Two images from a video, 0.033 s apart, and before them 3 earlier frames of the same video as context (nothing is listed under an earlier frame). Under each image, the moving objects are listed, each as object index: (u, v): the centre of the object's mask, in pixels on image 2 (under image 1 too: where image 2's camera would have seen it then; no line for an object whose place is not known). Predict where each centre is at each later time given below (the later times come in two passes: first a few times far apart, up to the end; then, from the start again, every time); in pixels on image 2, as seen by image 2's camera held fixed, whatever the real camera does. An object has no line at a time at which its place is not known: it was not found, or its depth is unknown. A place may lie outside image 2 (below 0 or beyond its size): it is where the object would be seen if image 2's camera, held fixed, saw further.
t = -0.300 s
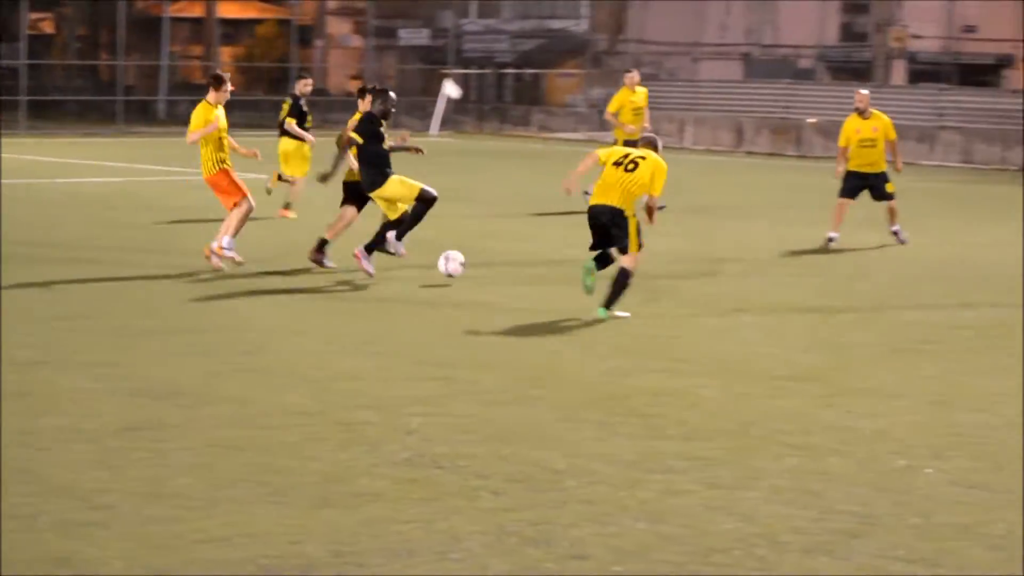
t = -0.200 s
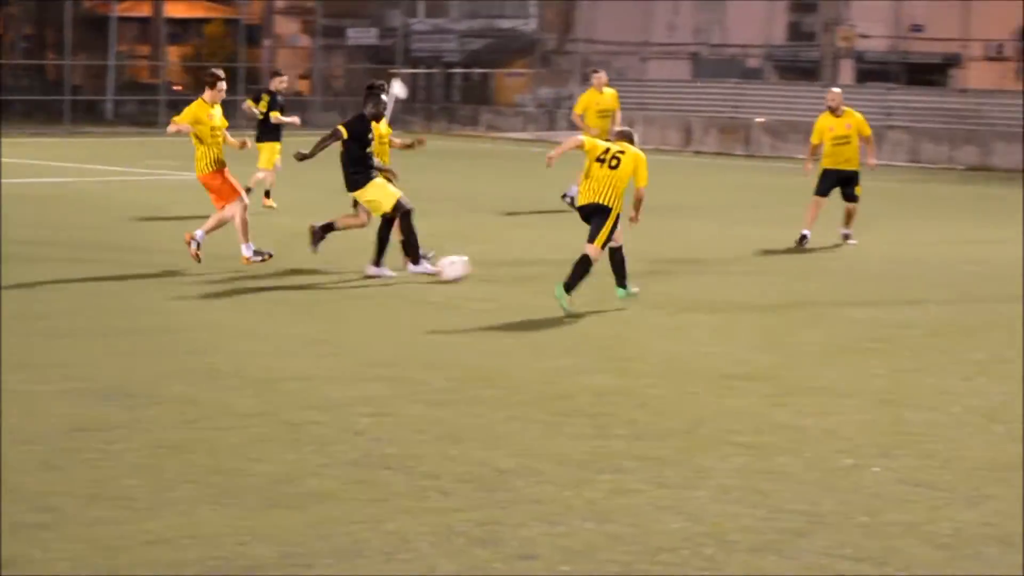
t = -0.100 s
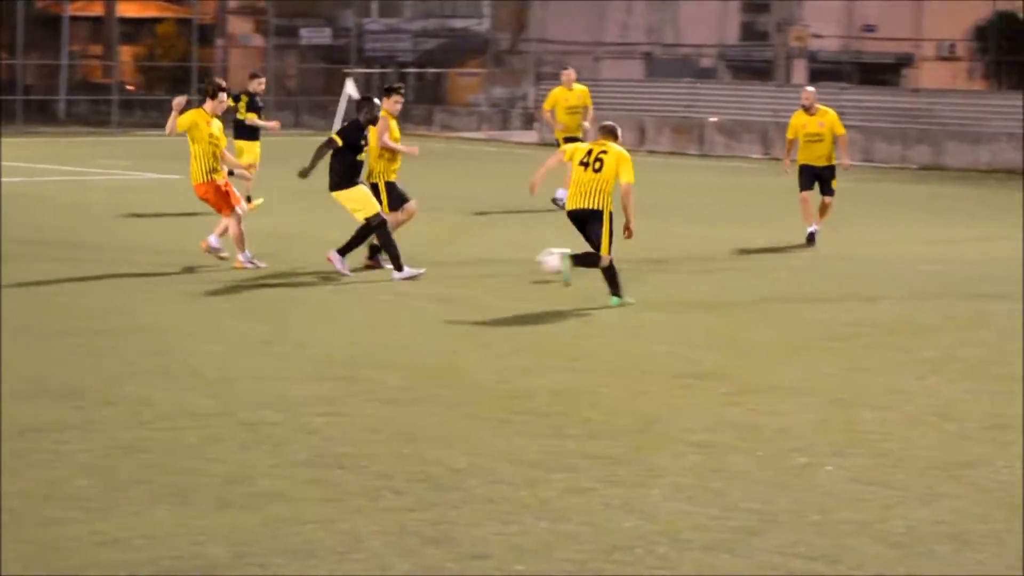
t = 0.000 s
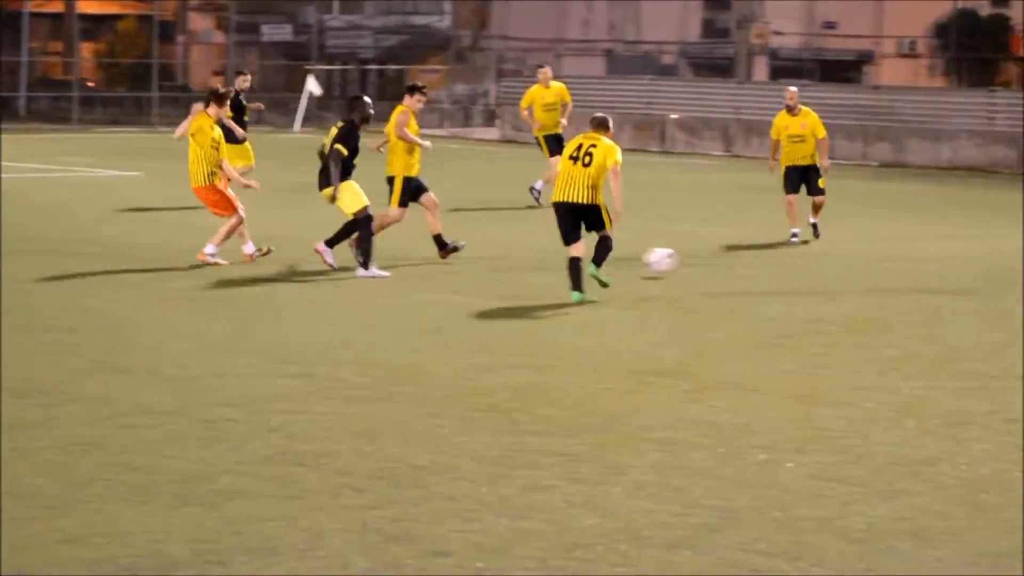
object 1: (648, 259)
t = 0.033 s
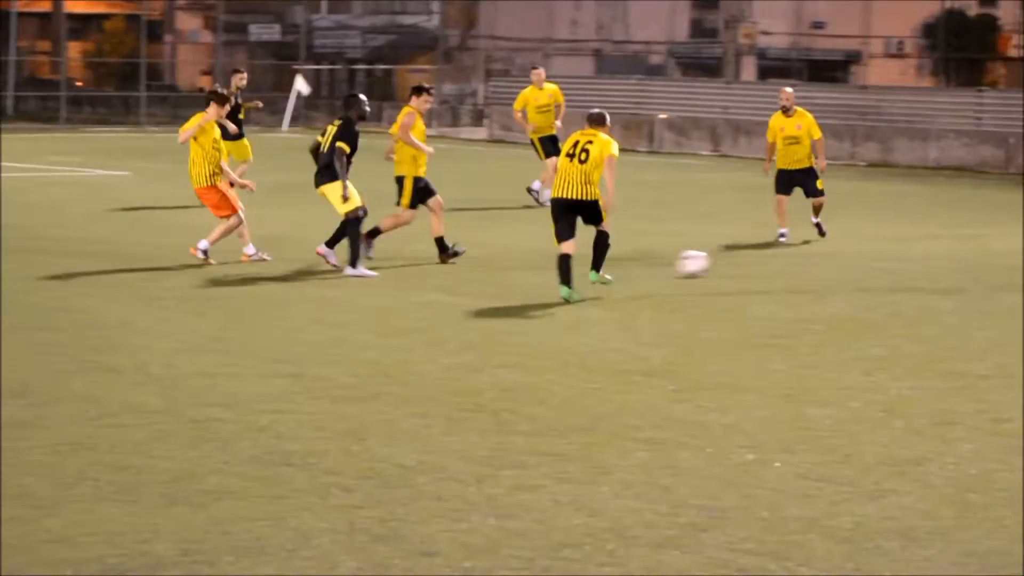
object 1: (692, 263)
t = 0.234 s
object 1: (930, 257)
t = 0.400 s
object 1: (1097, 252)
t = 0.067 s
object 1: (737, 264)
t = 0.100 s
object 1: (777, 261)
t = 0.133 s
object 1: (816, 258)
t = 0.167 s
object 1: (855, 257)
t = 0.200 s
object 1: (893, 256)
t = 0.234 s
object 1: (930, 257)
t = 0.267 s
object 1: (968, 260)
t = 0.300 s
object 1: (1004, 260)
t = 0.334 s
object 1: (1035, 256)
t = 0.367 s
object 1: (1067, 253)
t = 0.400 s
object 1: (1097, 252)
